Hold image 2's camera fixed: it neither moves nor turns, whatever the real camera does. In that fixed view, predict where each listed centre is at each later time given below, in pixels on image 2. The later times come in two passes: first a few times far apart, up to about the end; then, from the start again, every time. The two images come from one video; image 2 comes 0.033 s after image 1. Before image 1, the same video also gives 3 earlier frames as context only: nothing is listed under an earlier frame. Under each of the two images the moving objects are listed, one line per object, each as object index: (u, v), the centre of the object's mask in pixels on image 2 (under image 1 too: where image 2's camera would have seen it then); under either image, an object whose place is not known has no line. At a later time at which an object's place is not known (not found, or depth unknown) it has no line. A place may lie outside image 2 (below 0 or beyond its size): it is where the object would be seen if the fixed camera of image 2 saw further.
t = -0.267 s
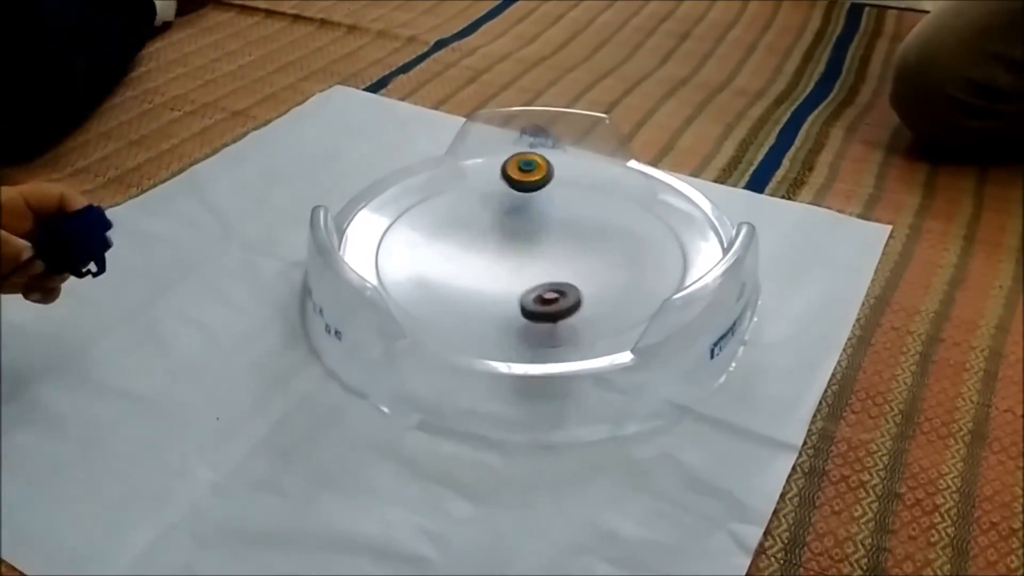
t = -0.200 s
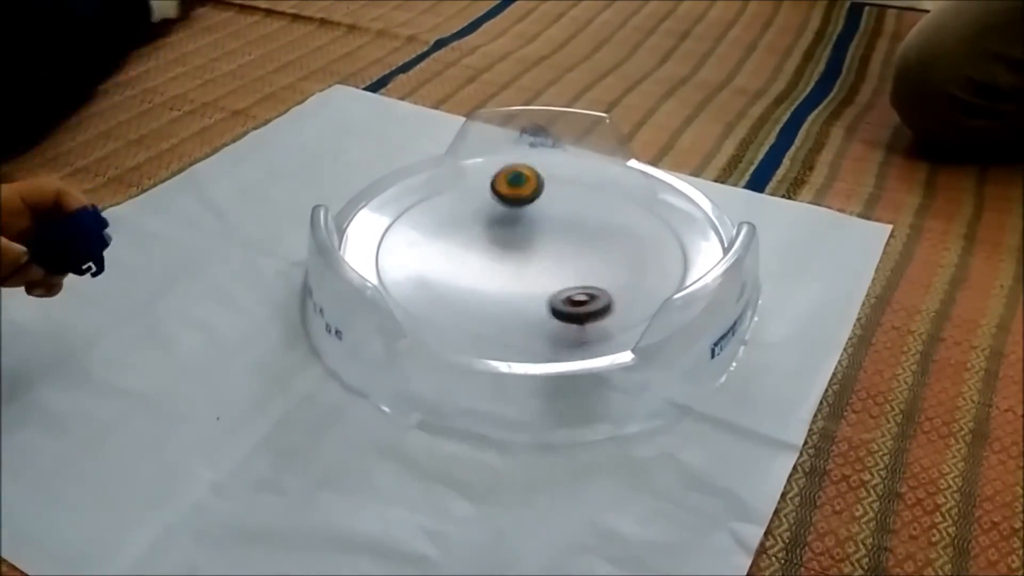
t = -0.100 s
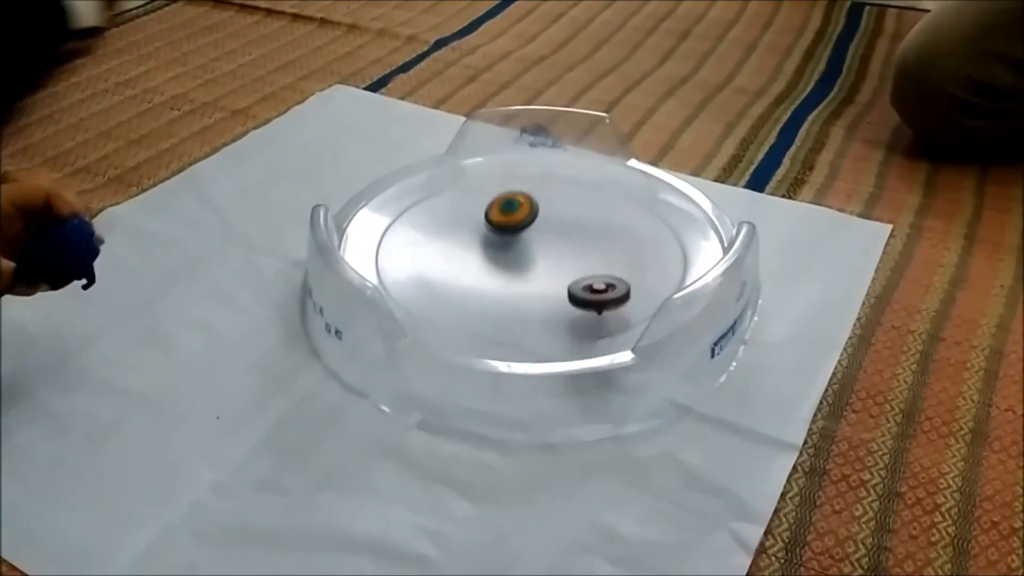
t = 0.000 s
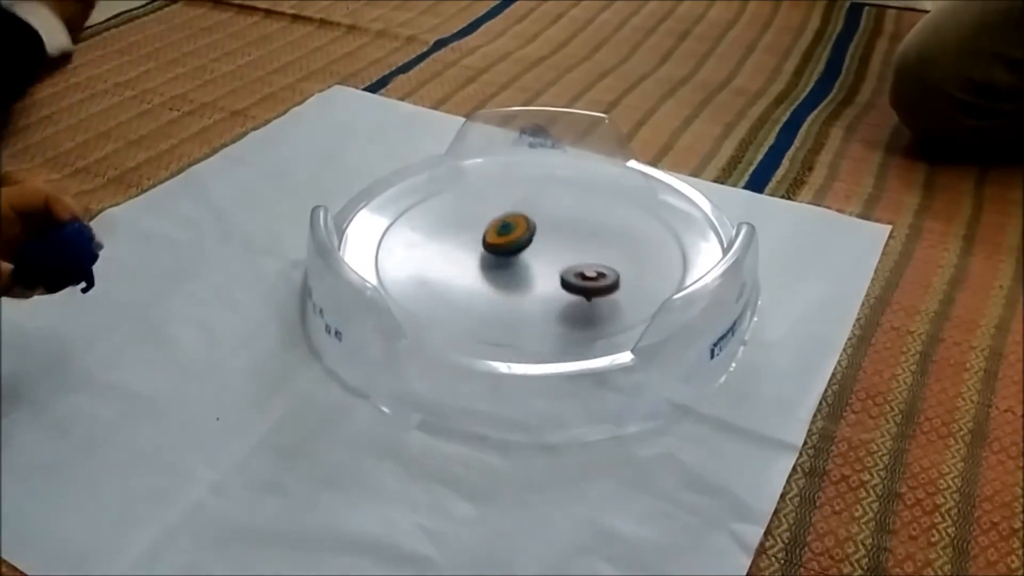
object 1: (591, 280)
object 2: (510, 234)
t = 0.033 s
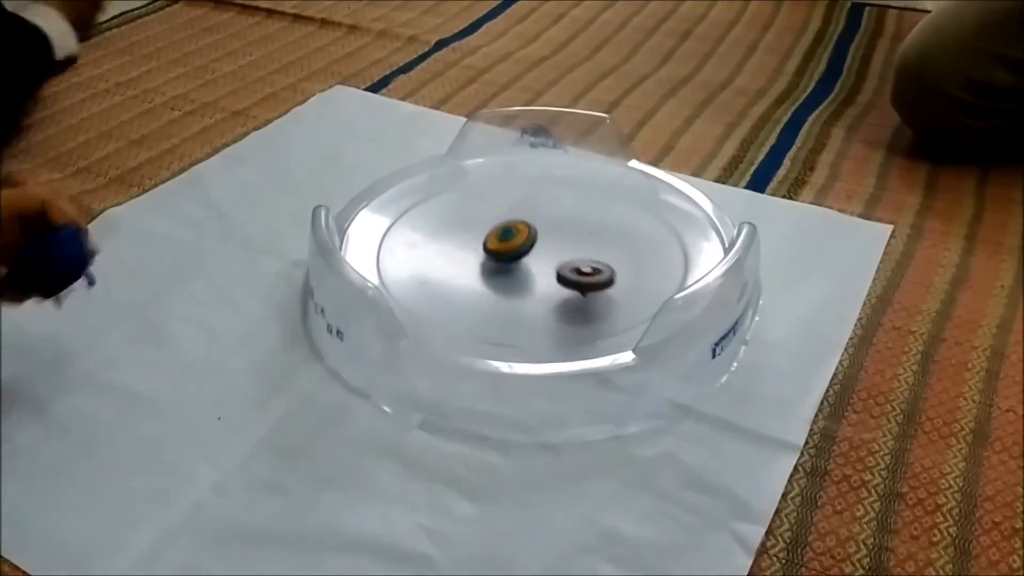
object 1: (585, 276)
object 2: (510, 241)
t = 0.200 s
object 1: (567, 258)
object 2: (476, 257)
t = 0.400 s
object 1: (535, 236)
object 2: (447, 271)
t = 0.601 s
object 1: (492, 222)
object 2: (537, 279)
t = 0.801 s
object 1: (460, 233)
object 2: (612, 237)
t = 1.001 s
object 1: (490, 258)
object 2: (583, 201)
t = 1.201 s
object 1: (544, 263)
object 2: (508, 212)
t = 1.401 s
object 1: (586, 248)
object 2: (475, 263)
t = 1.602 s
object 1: (586, 226)
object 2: (555, 275)
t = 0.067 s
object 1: (579, 271)
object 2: (509, 247)
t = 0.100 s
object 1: (572, 267)
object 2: (508, 253)
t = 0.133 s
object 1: (564, 263)
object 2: (506, 259)
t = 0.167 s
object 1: (567, 261)
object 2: (493, 257)
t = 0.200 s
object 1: (567, 258)
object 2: (476, 257)
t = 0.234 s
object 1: (565, 255)
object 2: (461, 258)
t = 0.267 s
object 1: (560, 251)
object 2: (452, 259)
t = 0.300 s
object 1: (554, 247)
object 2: (444, 260)
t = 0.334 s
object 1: (548, 244)
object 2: (441, 263)
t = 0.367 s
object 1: (542, 240)
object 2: (441, 267)
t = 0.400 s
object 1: (535, 236)
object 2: (447, 271)
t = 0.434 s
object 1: (528, 233)
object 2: (456, 275)
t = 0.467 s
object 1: (521, 230)
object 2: (468, 278)
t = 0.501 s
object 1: (513, 227)
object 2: (484, 281)
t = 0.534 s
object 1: (506, 225)
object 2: (500, 282)
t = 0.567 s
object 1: (499, 224)
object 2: (517, 281)
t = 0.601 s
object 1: (492, 222)
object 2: (537, 279)
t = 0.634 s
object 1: (484, 222)
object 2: (555, 275)
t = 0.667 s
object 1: (478, 222)
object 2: (572, 270)
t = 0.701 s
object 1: (471, 223)
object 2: (585, 264)
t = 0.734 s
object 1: (466, 226)
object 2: (598, 256)
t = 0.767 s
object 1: (462, 229)
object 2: (607, 246)
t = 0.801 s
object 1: (460, 233)
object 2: (612, 237)
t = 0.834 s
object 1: (460, 237)
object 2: (612, 228)
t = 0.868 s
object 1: (463, 242)
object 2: (611, 221)
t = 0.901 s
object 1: (467, 247)
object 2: (607, 213)
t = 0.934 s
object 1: (473, 252)
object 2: (601, 208)
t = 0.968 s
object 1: (481, 255)
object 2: (593, 204)
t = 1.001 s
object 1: (490, 258)
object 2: (583, 201)
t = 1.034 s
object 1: (499, 261)
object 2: (572, 200)
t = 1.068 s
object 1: (507, 263)
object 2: (561, 200)
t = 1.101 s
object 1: (515, 264)
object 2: (549, 201)
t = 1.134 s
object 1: (525, 264)
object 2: (535, 203)
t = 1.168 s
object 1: (534, 263)
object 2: (521, 207)
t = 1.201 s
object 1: (544, 263)
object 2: (508, 212)
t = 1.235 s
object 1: (552, 262)
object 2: (495, 218)
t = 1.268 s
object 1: (560, 260)
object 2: (483, 226)
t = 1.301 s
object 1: (568, 257)
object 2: (475, 234)
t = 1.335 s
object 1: (574, 255)
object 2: (470, 243)
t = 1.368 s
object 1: (581, 251)
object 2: (471, 253)
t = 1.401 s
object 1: (586, 248)
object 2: (475, 263)
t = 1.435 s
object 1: (590, 245)
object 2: (485, 271)
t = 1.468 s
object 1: (593, 241)
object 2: (498, 278)
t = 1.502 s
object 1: (594, 236)
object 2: (513, 282)
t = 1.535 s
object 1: (593, 232)
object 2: (529, 283)
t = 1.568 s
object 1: (591, 229)
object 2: (544, 280)
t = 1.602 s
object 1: (586, 226)
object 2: (555, 275)
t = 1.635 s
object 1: (580, 224)
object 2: (561, 270)
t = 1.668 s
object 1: (573, 224)
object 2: (563, 265)
